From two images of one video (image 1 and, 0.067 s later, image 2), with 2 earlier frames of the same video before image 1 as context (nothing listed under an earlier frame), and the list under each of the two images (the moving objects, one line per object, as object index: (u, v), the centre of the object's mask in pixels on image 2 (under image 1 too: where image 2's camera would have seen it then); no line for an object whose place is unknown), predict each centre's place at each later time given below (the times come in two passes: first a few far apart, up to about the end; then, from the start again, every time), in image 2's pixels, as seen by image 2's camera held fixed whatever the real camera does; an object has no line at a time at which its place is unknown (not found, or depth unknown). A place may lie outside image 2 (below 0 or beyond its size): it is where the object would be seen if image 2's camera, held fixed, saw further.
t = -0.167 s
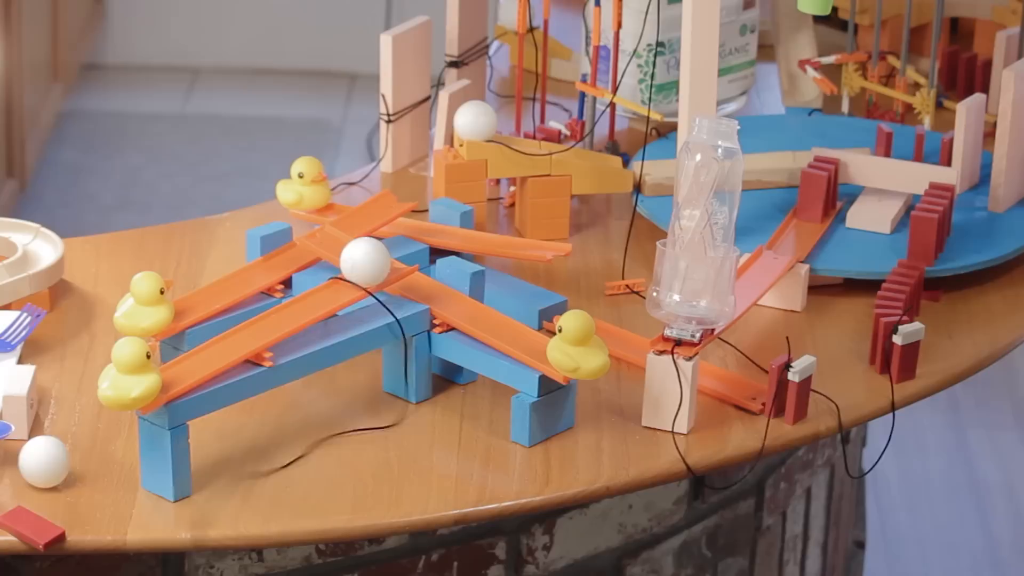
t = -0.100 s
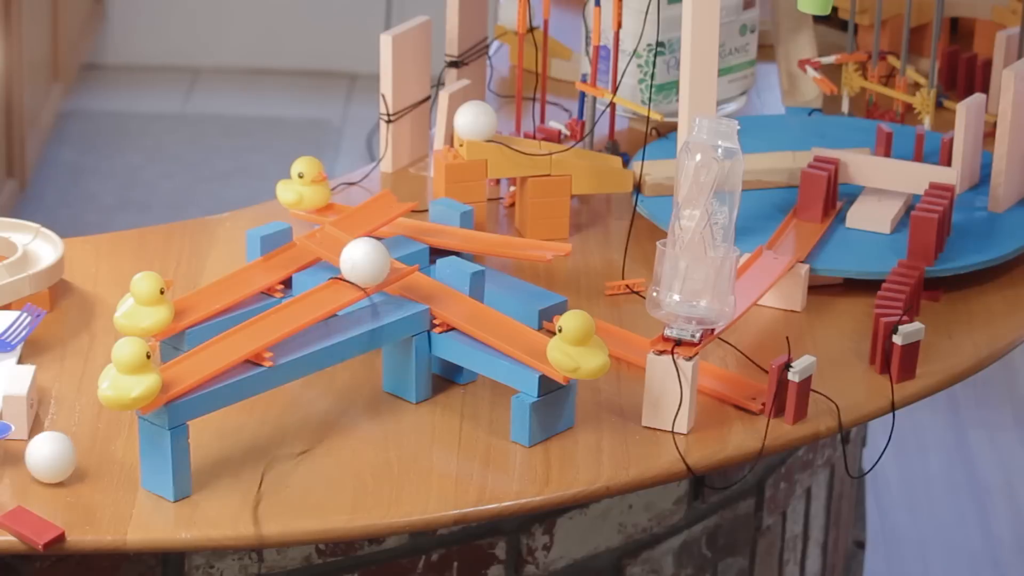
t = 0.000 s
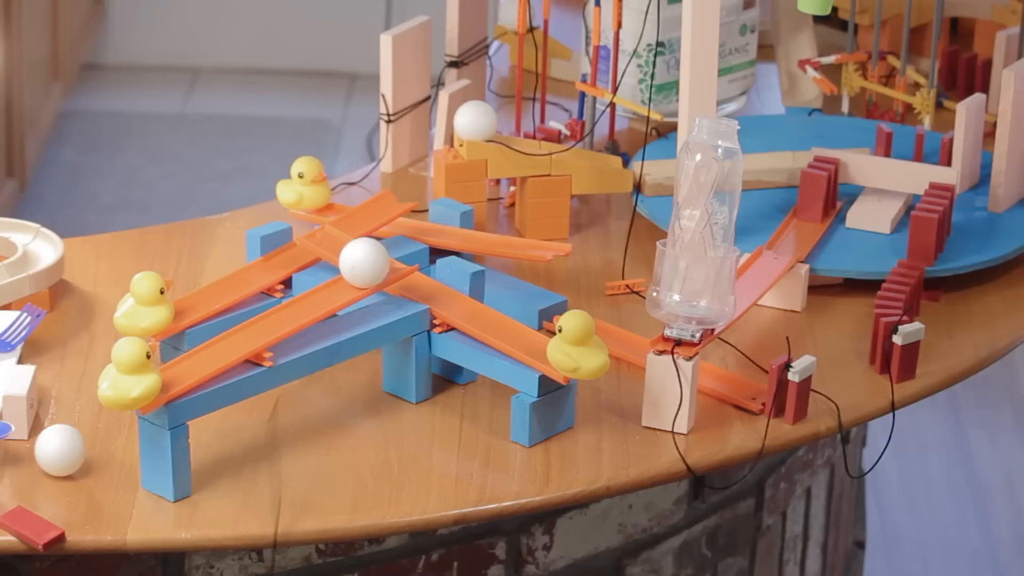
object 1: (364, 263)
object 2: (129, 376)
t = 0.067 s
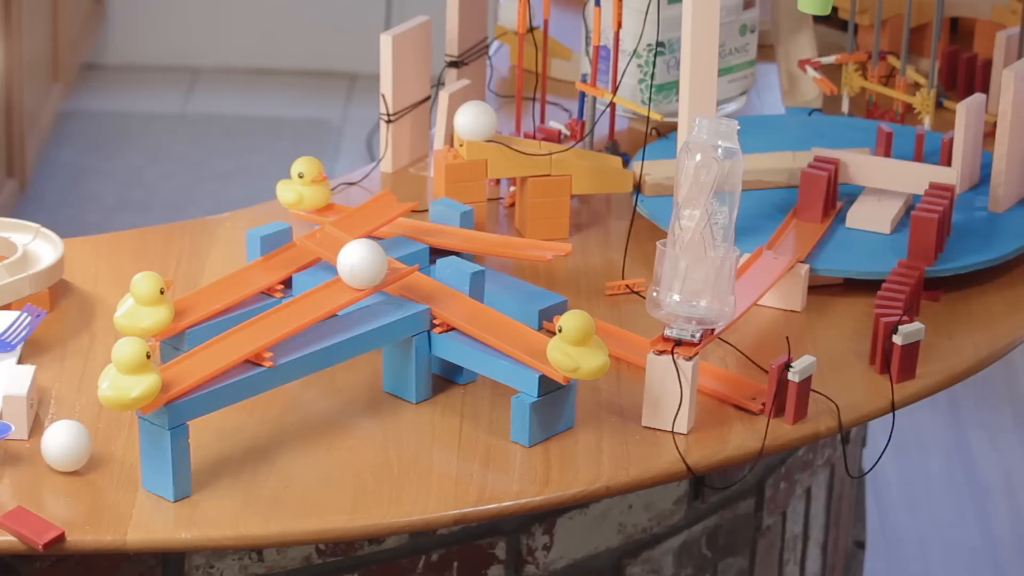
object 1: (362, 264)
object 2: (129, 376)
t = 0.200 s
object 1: (352, 268)
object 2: (129, 376)
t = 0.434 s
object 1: (318, 284)
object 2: (129, 376)
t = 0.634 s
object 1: (272, 306)
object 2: (130, 376)
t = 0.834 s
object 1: (210, 339)
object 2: (130, 376)
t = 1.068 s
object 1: (174, 356)
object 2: (126, 378)
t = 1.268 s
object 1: (152, 358)
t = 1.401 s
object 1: (161, 342)
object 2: (68, 503)
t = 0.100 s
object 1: (360, 264)
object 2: (129, 376)
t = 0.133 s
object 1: (358, 265)
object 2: (129, 376)
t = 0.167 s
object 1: (355, 267)
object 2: (129, 376)
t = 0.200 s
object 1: (352, 268)
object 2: (129, 376)
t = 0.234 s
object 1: (349, 270)
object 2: (129, 376)
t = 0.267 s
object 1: (345, 272)
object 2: (129, 376)
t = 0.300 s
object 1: (340, 274)
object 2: (129, 376)
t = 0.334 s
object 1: (335, 276)
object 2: (129, 376)
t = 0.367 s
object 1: (330, 279)
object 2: (129, 376)
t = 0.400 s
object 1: (324, 281)
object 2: (129, 376)
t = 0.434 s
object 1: (318, 284)
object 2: (129, 376)
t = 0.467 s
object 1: (311, 287)
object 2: (129, 376)
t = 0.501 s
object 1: (304, 290)
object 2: (129, 376)
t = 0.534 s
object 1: (296, 294)
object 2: (129, 376)
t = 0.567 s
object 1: (289, 297)
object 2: (130, 376)
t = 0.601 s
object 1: (281, 301)
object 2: (130, 376)
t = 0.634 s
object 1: (272, 306)
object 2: (130, 376)
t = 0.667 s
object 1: (263, 310)
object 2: (130, 376)
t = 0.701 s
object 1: (253, 315)
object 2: (130, 376)
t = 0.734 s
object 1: (244, 321)
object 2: (130, 376)
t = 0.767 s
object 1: (233, 326)
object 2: (130, 376)
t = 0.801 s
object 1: (222, 332)
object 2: (130, 376)
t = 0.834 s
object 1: (210, 339)
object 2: (130, 376)
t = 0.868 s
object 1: (198, 345)
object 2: (130, 376)
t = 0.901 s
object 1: (185, 352)
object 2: (130, 376)
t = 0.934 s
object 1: (180, 354)
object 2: (129, 377)
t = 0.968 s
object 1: (184, 353)
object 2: (129, 377)
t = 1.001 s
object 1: (182, 354)
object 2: (128, 377)
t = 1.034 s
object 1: (178, 355)
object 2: (127, 378)
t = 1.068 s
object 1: (174, 356)
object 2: (126, 378)
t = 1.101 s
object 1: (172, 356)
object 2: (125, 380)
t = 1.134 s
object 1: (170, 357)
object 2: (122, 381)
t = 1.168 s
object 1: (167, 358)
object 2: (119, 387)
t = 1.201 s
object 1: (162, 359)
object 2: (114, 397)
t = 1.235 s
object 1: (157, 360)
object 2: (108, 418)
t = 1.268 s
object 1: (152, 358)
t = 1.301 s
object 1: (150, 351)
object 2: (91, 481)
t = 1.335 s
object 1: (152, 344)
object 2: (83, 486)
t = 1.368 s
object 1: (156, 339)
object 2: (76, 494)
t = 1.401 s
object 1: (161, 342)
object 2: (68, 503)
